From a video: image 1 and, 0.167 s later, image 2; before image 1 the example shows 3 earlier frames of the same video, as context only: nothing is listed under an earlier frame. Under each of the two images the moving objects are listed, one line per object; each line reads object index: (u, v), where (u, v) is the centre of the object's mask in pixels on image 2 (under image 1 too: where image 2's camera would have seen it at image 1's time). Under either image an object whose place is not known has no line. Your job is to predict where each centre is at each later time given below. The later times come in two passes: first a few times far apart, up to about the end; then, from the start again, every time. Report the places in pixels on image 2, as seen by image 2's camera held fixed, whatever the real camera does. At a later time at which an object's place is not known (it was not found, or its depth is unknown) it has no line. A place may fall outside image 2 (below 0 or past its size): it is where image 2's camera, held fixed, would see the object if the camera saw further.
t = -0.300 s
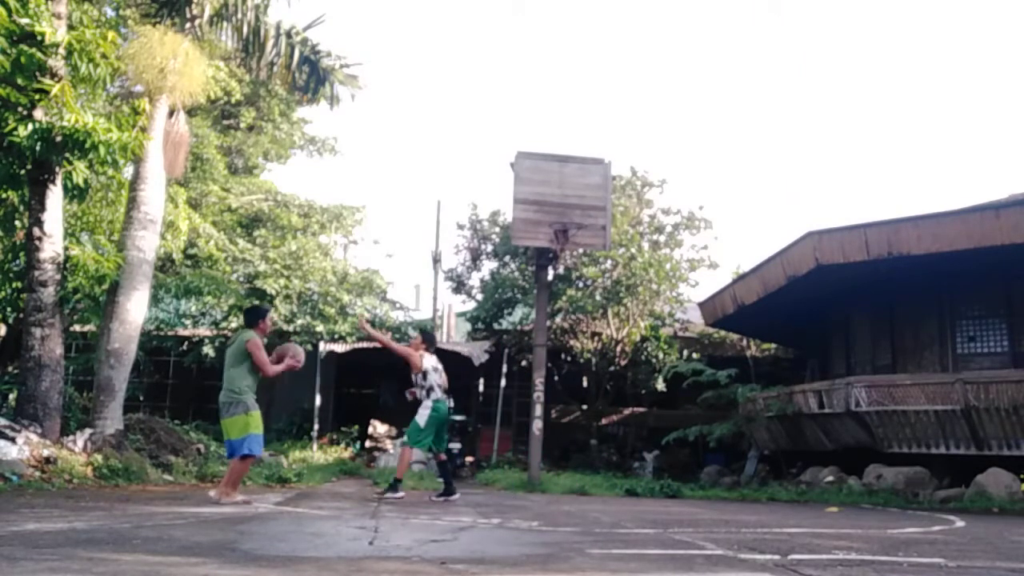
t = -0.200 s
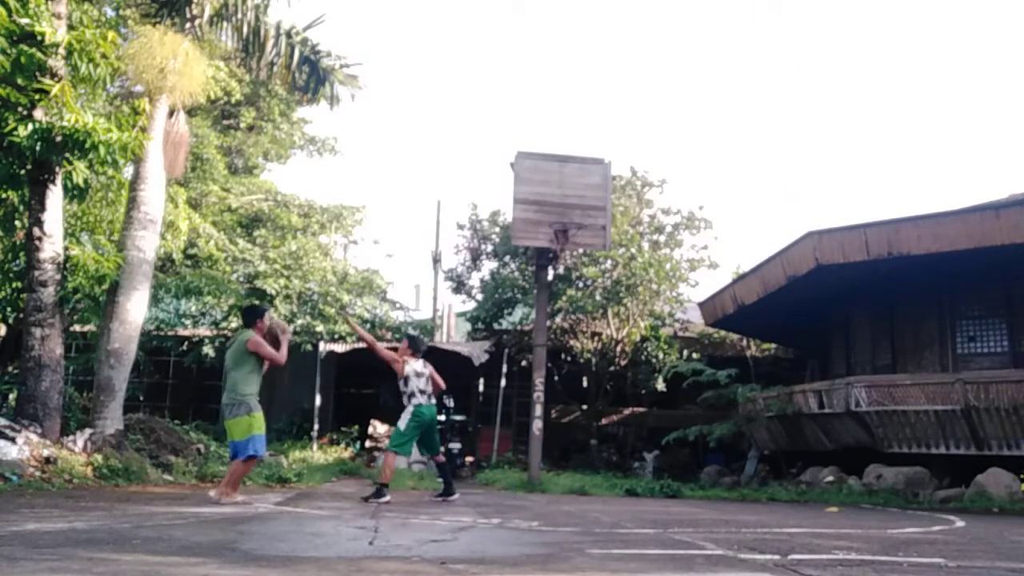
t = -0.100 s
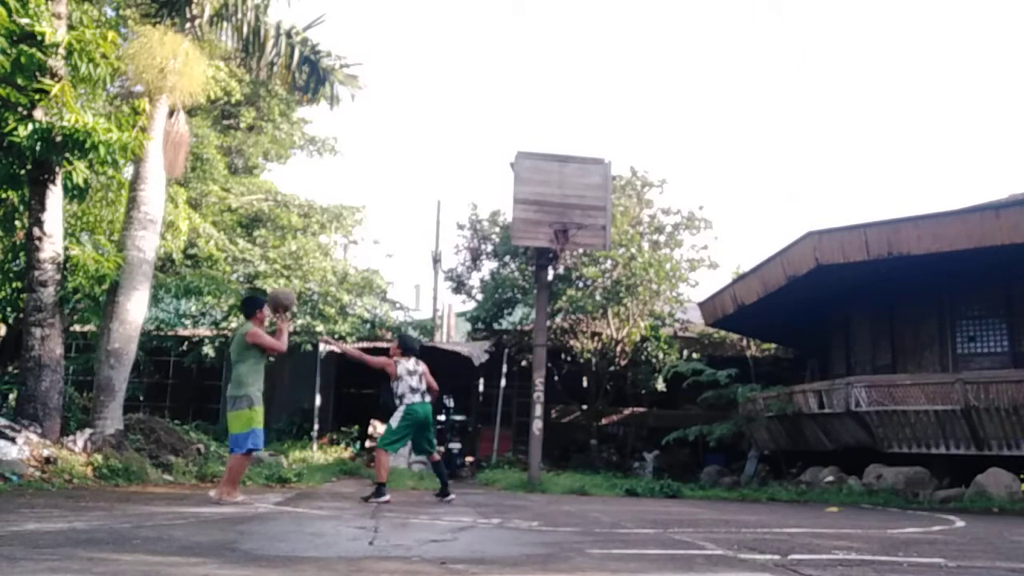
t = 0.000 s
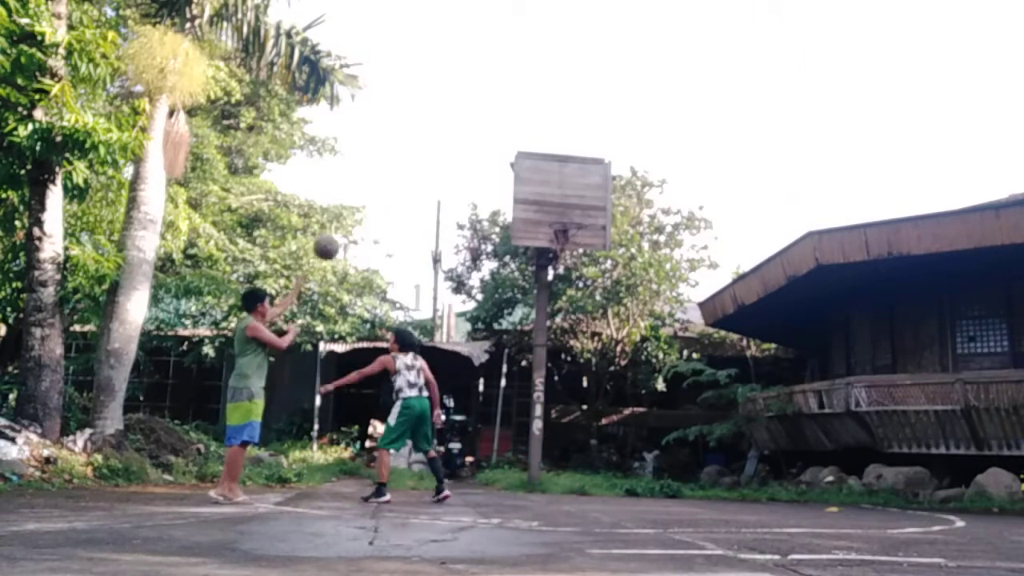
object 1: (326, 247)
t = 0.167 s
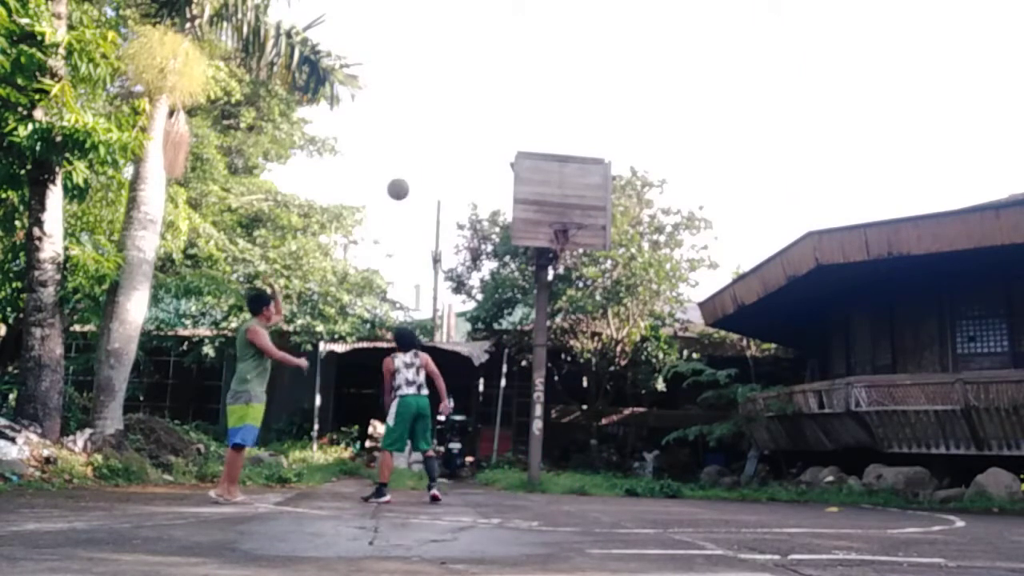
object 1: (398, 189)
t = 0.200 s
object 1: (411, 182)
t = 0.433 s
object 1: (490, 162)
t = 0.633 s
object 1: (546, 184)
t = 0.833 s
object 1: (594, 215)
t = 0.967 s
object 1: (613, 210)
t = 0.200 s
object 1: (411, 182)
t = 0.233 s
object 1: (423, 176)
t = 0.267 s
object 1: (435, 171)
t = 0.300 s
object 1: (446, 167)
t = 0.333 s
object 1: (457, 164)
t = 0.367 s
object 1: (469, 163)
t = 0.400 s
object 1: (480, 162)
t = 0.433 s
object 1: (490, 162)
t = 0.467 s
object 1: (501, 164)
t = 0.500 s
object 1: (510, 166)
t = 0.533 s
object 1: (519, 170)
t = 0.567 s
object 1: (528, 174)
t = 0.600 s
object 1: (538, 178)
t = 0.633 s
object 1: (546, 184)
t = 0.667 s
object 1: (556, 191)
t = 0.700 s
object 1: (564, 198)
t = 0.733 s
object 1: (574, 207)
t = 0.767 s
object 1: (582, 213)
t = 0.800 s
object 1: (589, 215)
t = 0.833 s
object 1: (594, 215)
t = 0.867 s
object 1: (599, 213)
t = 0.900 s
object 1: (604, 210)
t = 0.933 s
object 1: (610, 208)
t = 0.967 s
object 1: (613, 210)
